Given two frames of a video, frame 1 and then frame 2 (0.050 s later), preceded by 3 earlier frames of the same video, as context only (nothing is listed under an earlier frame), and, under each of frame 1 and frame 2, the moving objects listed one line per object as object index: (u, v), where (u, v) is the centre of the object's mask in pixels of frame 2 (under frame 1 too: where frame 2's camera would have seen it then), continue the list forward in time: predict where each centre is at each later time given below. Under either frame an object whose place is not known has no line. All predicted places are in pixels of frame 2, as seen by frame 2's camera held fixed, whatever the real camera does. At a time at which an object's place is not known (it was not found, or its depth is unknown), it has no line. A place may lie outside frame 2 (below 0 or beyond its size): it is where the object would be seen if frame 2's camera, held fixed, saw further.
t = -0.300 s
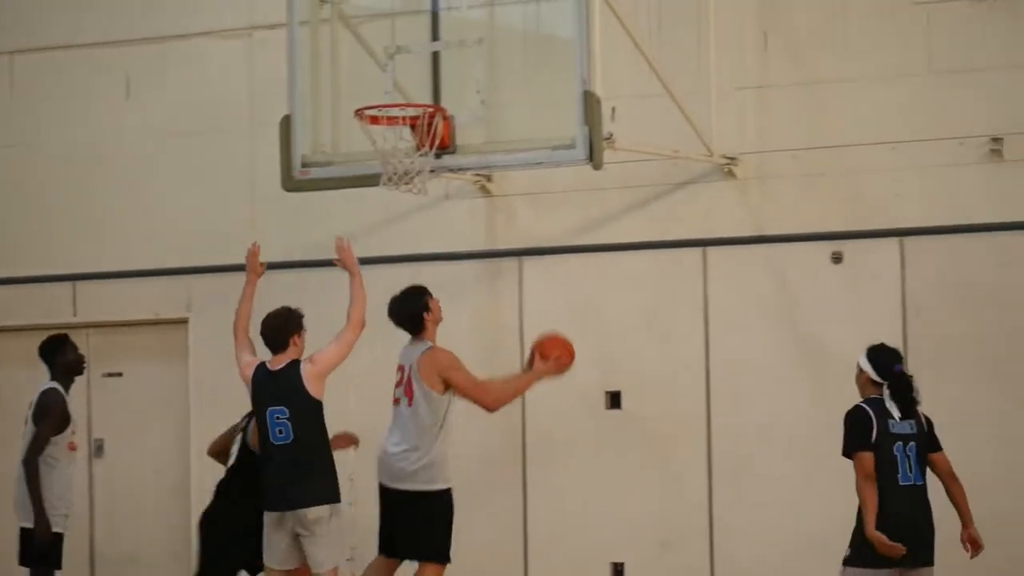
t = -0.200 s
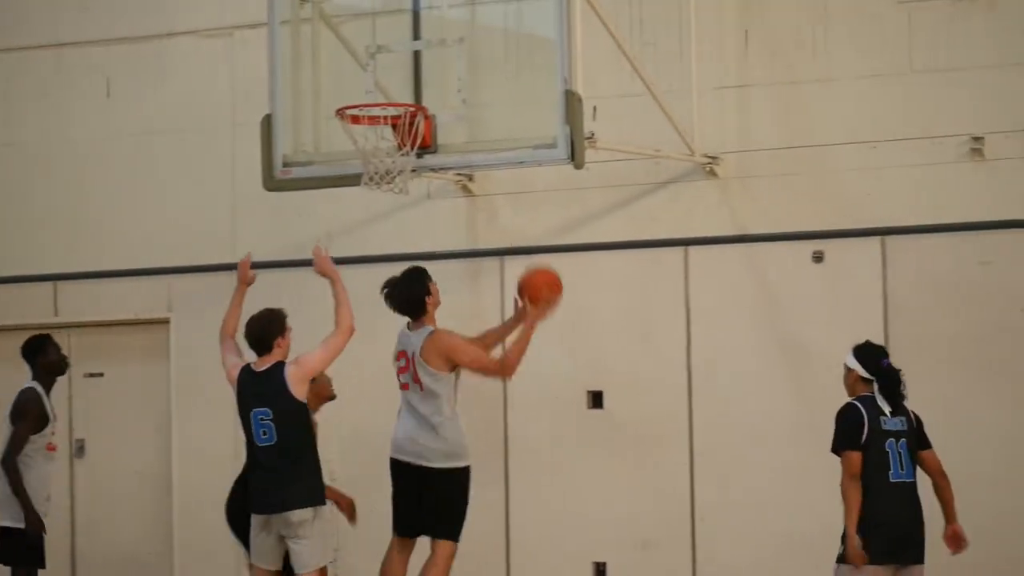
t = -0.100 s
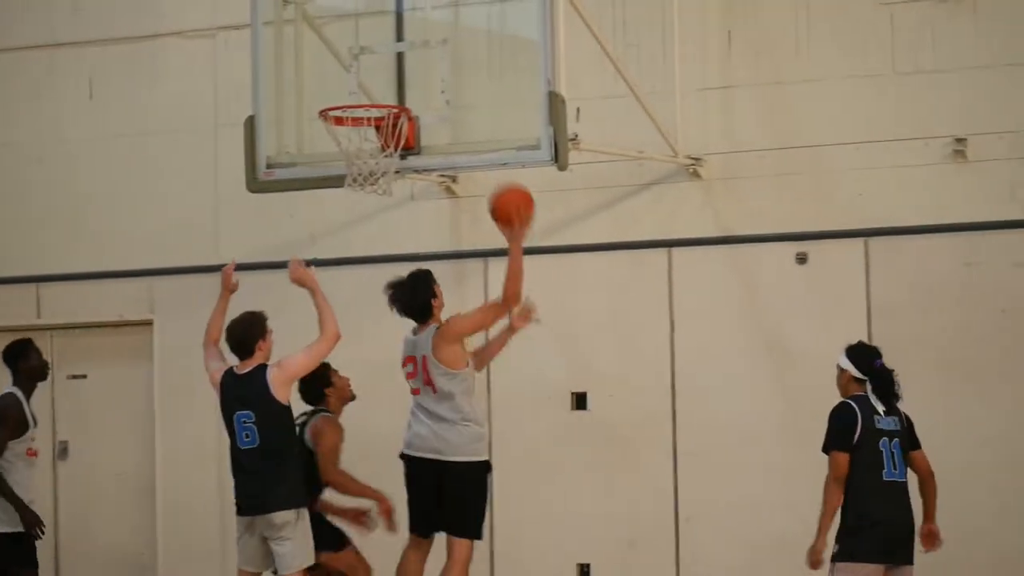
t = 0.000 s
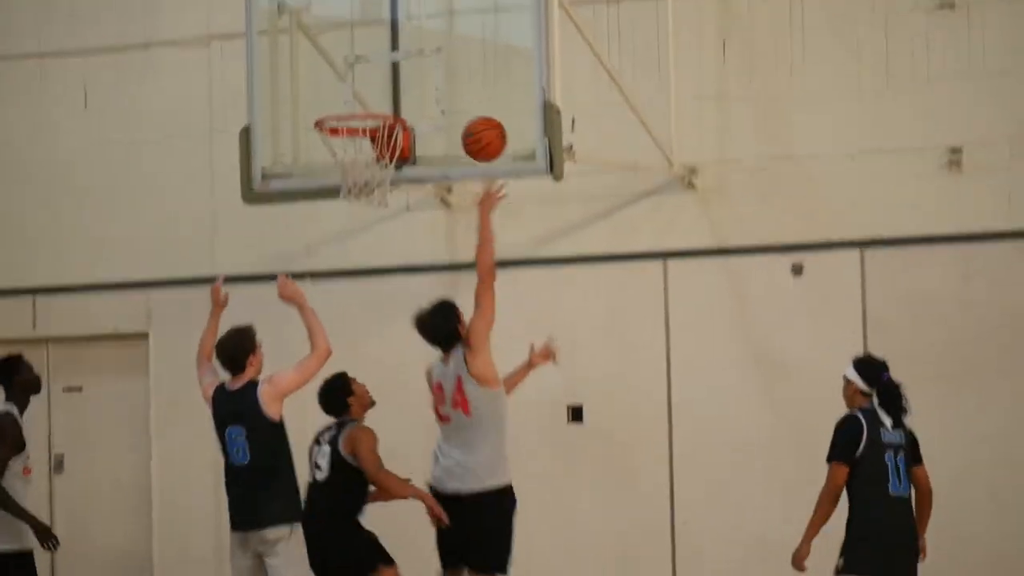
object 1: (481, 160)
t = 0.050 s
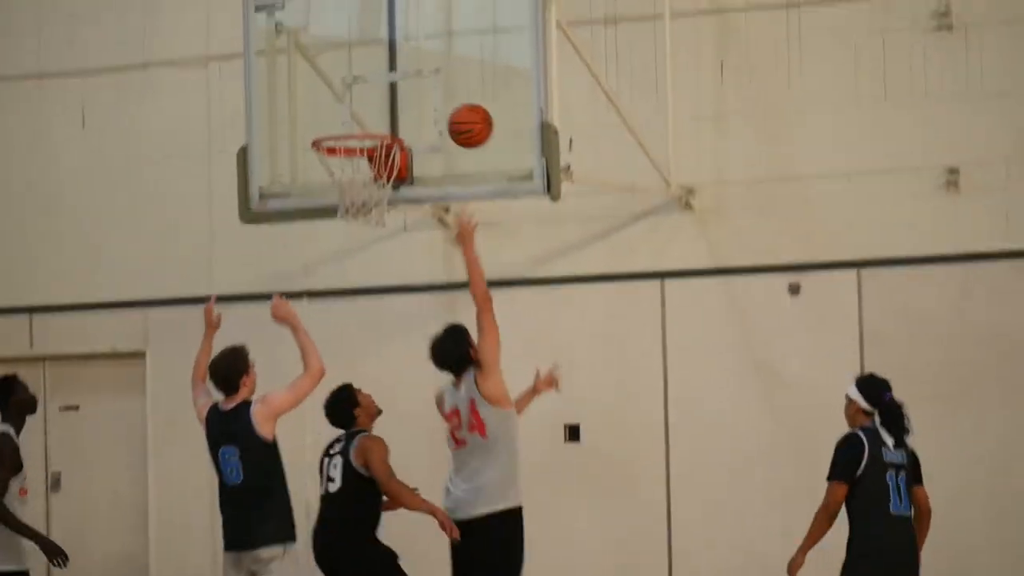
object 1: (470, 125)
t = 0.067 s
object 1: (467, 115)
